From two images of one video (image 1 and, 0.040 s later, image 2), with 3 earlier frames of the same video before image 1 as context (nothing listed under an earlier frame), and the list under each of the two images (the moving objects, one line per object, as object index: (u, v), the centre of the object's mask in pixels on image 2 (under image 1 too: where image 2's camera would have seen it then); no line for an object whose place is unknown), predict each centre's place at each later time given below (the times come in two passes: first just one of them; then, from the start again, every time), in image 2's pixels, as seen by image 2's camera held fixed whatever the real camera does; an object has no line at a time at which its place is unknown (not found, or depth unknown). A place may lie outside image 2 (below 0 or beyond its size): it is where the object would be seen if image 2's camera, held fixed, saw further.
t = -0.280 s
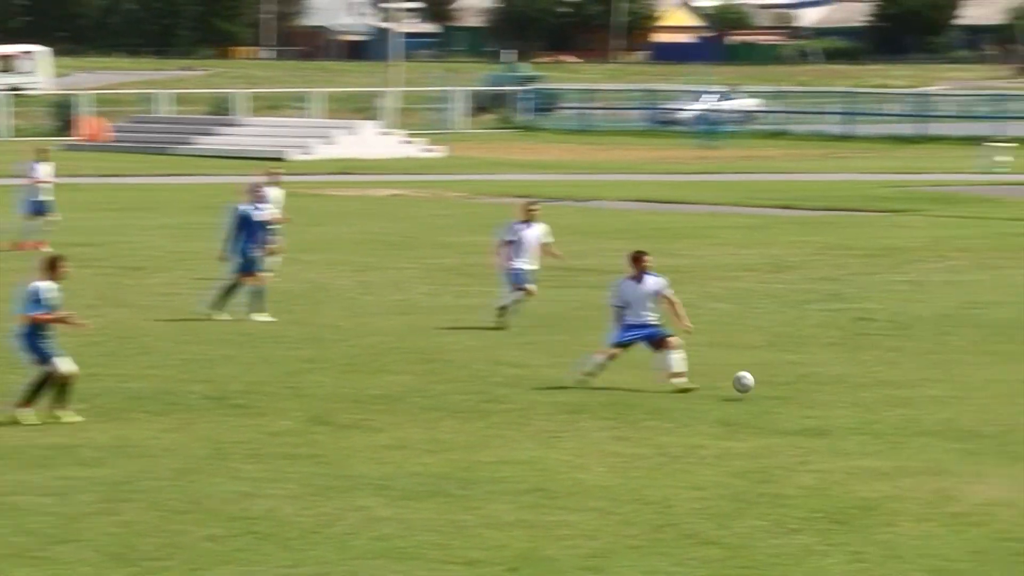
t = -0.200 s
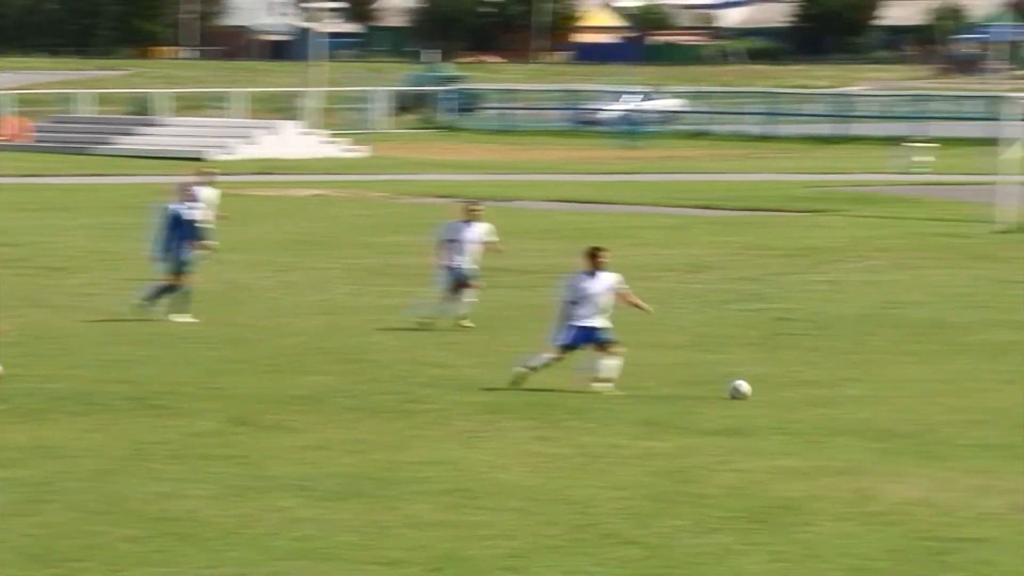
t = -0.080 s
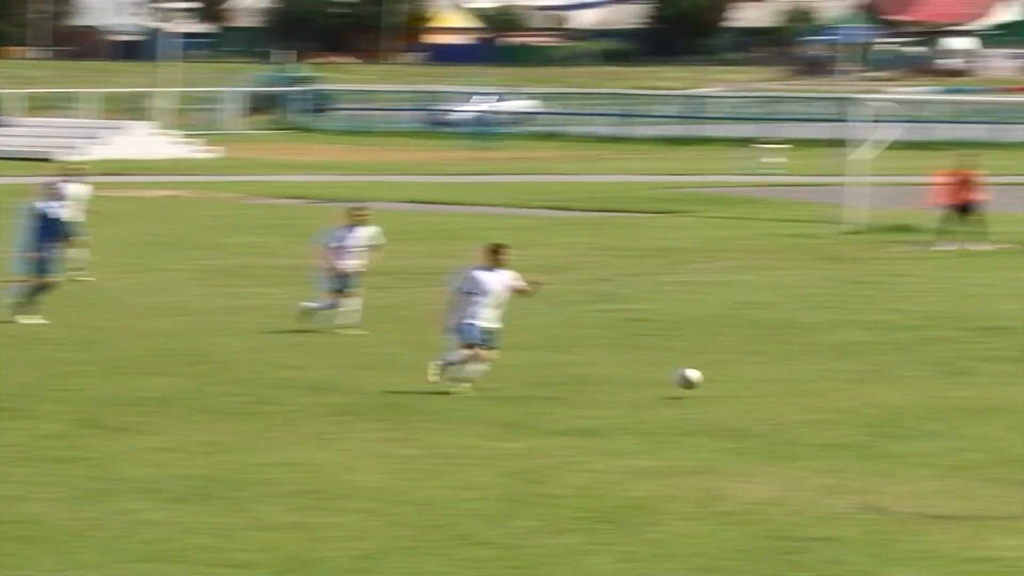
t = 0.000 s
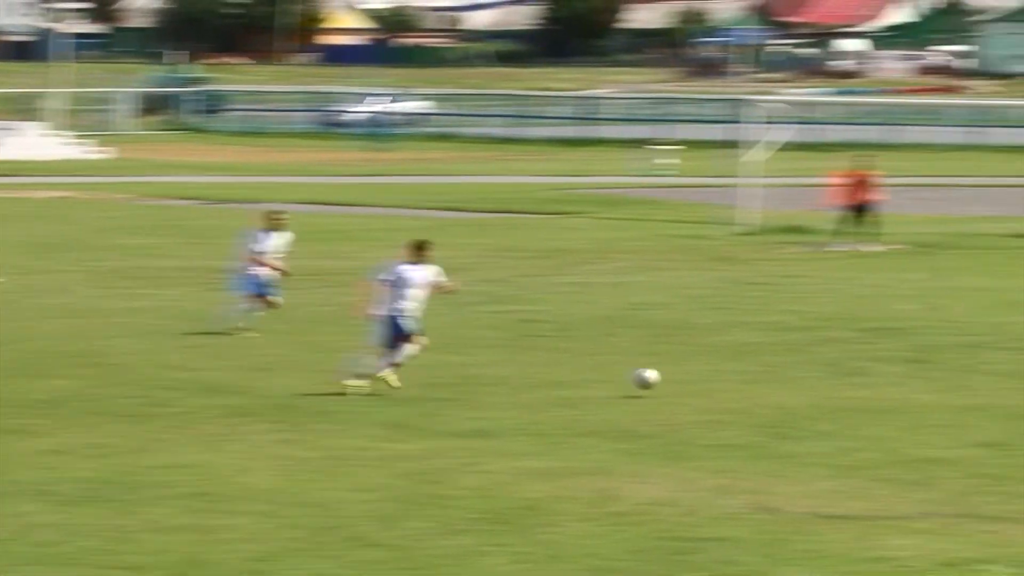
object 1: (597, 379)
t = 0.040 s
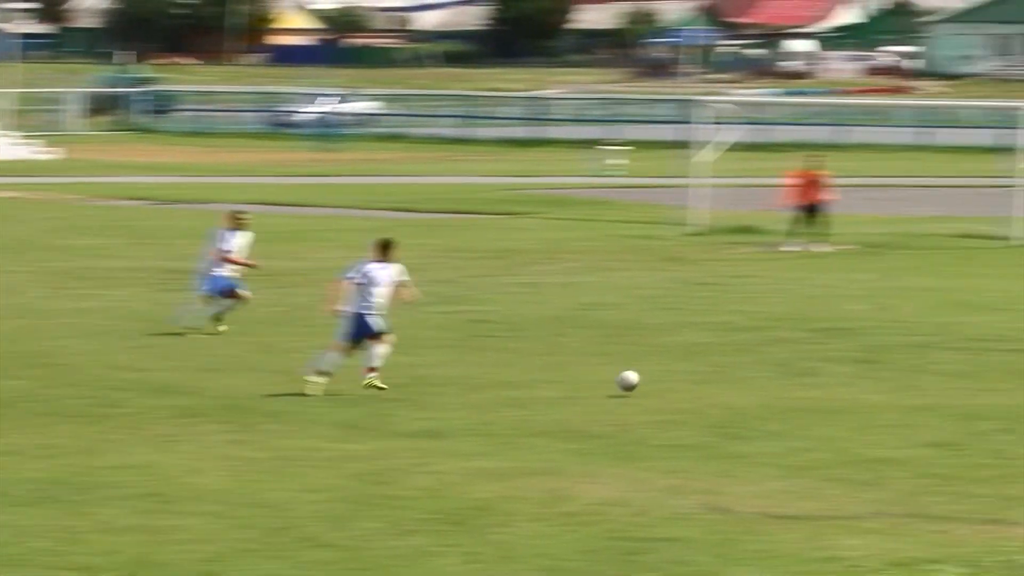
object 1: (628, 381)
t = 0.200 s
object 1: (749, 377)
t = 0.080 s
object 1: (659, 385)
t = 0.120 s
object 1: (688, 383)
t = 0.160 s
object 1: (719, 380)
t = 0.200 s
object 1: (749, 377)
